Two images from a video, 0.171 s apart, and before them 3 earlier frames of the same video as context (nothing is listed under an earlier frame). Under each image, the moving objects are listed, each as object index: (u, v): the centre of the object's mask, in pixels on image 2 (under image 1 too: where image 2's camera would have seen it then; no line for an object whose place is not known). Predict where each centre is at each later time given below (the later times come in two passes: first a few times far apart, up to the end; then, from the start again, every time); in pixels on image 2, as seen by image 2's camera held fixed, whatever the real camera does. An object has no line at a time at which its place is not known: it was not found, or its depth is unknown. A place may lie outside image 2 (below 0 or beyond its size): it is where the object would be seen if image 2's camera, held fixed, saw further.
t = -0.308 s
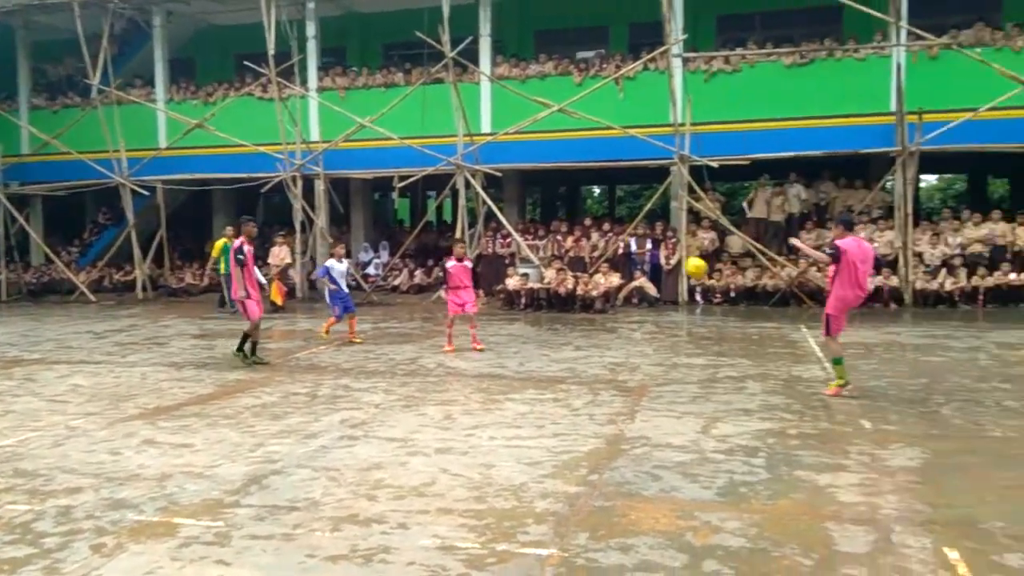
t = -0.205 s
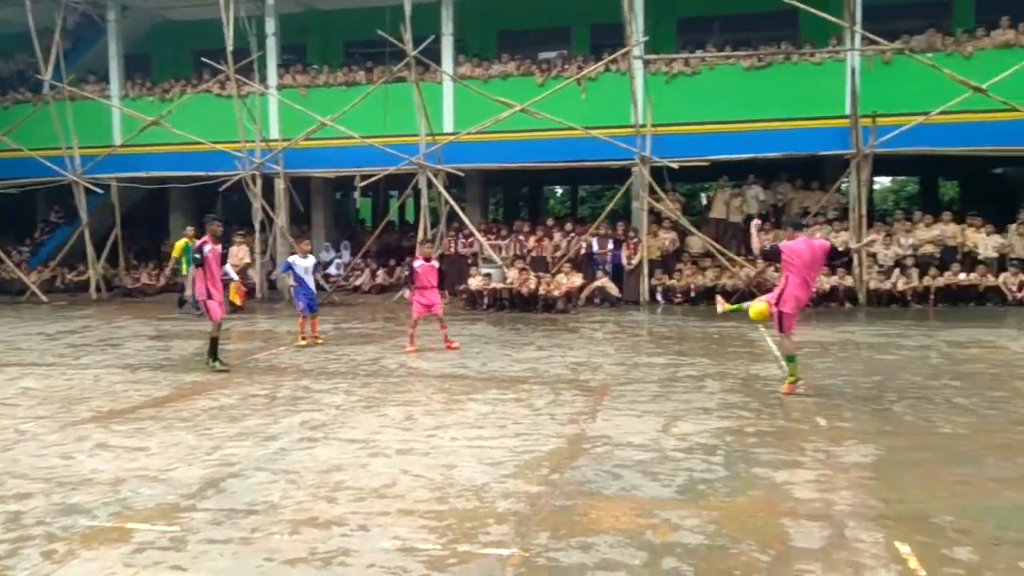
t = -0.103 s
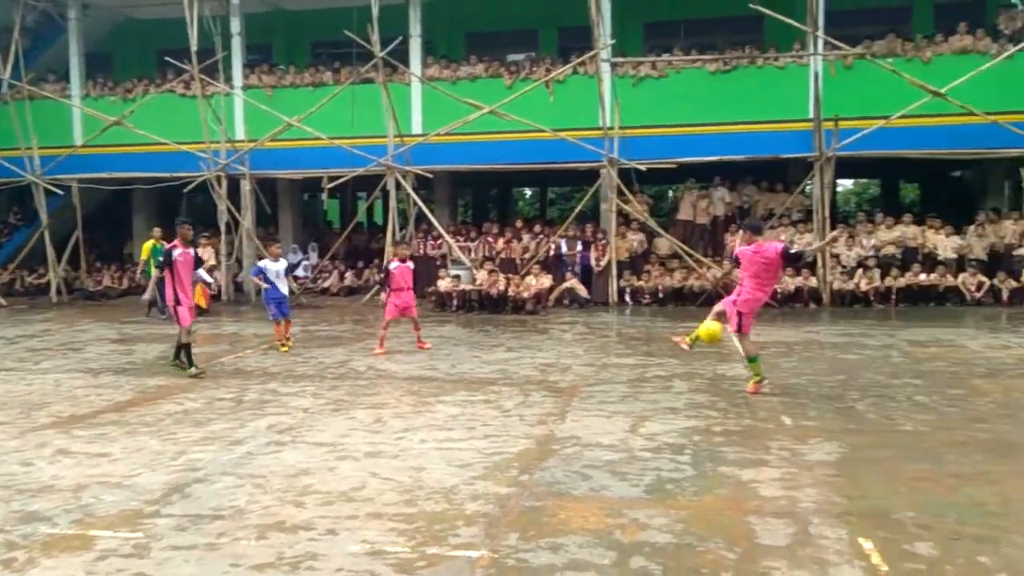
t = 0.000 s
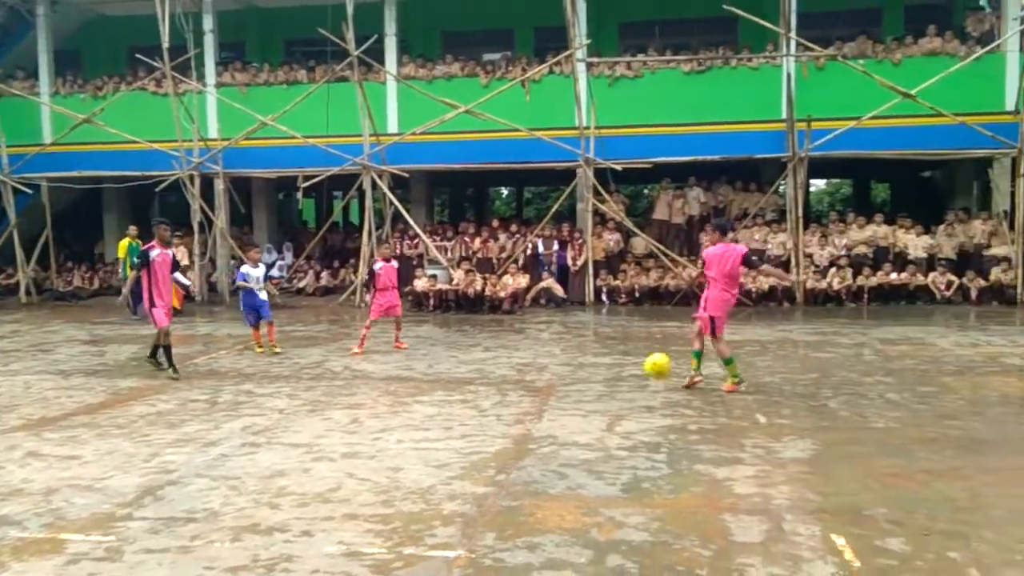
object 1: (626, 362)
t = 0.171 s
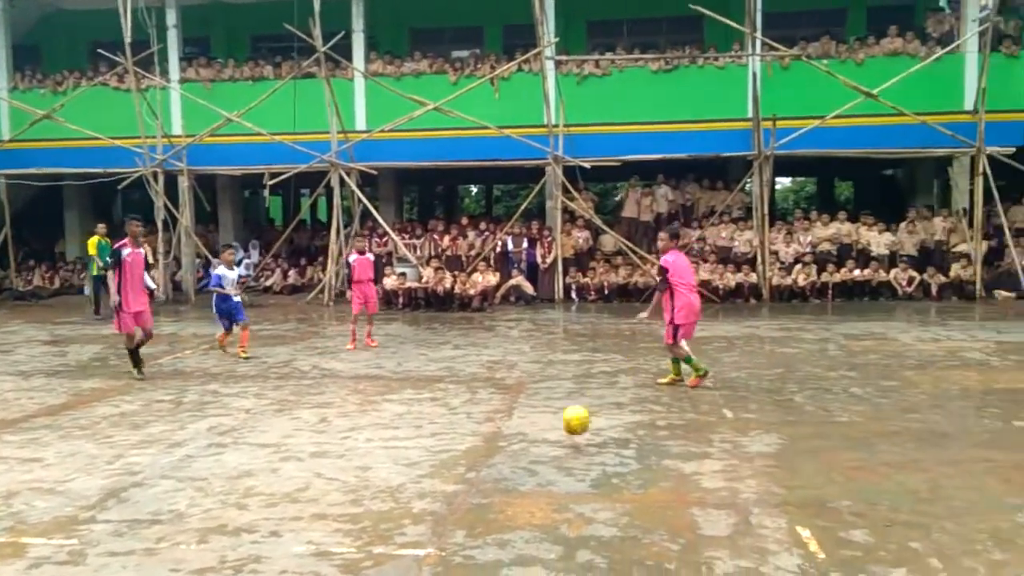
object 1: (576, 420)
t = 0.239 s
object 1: (557, 417)
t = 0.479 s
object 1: (475, 471)
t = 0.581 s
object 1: (432, 497)
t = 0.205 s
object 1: (566, 417)
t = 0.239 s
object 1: (557, 417)
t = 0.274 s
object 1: (547, 418)
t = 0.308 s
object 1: (535, 421)
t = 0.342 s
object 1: (525, 426)
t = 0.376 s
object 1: (513, 434)
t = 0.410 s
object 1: (502, 443)
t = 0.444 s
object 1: (489, 456)
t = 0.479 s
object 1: (475, 471)
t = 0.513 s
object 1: (461, 489)
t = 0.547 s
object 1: (447, 499)
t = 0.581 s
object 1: (432, 497)
